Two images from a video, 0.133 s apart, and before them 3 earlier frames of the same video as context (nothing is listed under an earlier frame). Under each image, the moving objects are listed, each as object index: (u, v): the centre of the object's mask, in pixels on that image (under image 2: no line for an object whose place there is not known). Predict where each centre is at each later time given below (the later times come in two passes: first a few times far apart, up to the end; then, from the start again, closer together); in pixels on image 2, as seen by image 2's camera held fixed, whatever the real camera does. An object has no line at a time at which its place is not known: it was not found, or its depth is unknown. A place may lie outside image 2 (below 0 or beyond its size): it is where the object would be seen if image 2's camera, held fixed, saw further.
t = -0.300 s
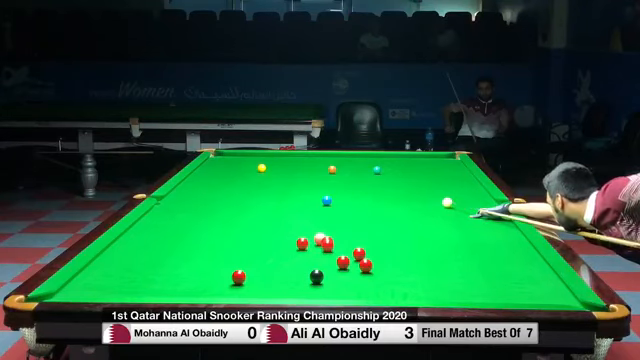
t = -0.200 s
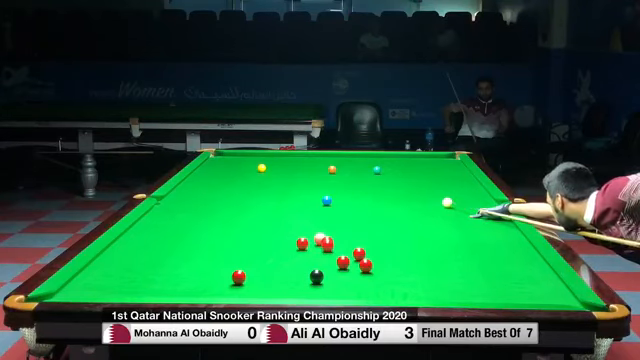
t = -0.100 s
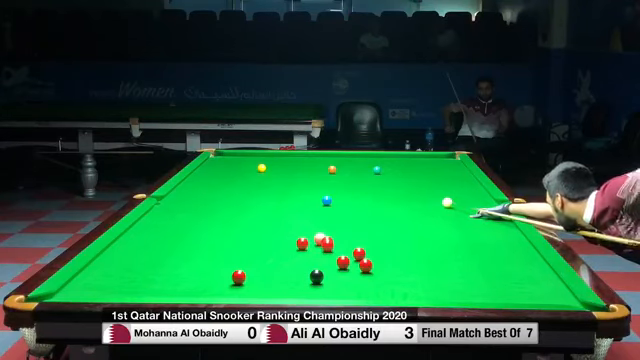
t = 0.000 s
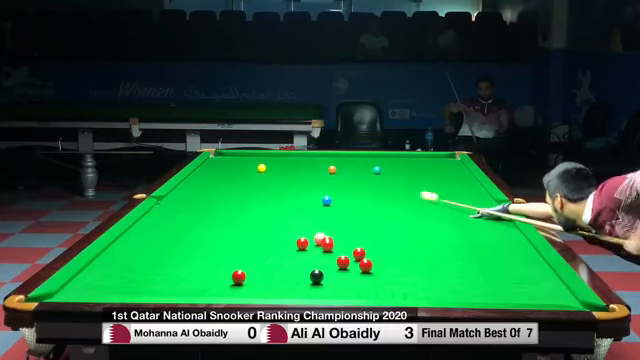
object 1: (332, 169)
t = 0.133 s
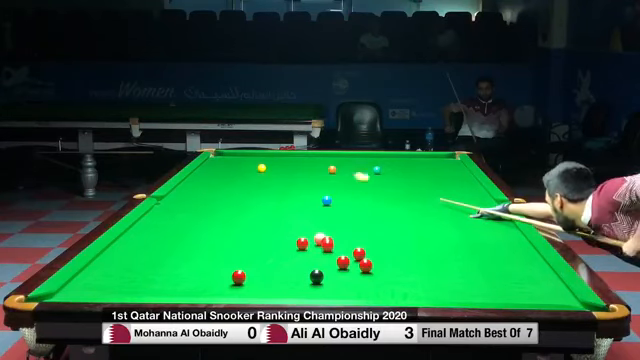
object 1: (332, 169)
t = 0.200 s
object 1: (329, 169)
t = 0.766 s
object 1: (265, 156)
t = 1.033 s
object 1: (303, 159)
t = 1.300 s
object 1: (341, 163)
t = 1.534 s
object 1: (374, 164)
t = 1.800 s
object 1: (413, 168)
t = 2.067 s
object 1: (454, 171)
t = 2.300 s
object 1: (453, 173)
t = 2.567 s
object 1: (432, 175)
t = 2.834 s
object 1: (412, 177)
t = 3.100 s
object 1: (392, 178)
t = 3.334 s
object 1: (375, 180)
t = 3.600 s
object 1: (357, 181)
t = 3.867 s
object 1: (338, 183)
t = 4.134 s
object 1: (320, 184)
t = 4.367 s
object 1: (305, 185)
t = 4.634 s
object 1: (290, 186)
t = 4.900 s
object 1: (274, 187)
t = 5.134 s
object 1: (261, 188)
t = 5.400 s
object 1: (247, 189)
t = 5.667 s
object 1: (234, 191)
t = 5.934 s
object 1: (221, 192)
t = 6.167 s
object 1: (211, 192)
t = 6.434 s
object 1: (201, 193)
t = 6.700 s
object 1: (191, 194)
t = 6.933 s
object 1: (184, 194)
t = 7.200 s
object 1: (177, 195)
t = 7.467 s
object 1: (170, 195)
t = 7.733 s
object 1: (169, 196)
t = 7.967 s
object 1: (171, 196)
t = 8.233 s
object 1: (171, 196)
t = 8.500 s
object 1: (171, 196)
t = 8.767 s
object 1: (172, 196)
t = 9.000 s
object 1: (172, 196)
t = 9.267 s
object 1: (172, 196)
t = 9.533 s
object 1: (172, 196)
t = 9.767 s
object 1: (172, 196)
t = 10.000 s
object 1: (172, 196)
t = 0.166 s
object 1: (332, 169)
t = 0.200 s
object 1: (329, 169)
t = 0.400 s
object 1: (237, 155)
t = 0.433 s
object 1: (225, 154)
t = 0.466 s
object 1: (215, 153)
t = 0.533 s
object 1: (219, 153)
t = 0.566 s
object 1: (227, 153)
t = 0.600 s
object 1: (234, 154)
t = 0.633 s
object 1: (240, 154)
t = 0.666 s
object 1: (247, 155)
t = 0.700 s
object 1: (253, 155)
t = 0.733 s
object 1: (259, 155)
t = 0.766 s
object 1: (265, 156)
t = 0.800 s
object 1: (270, 156)
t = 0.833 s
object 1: (275, 157)
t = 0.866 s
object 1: (279, 157)
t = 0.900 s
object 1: (284, 157)
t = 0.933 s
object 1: (289, 158)
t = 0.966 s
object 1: (293, 158)
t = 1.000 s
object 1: (299, 159)
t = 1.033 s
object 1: (303, 159)
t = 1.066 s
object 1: (308, 159)
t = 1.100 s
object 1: (312, 160)
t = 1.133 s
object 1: (316, 160)
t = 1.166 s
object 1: (322, 161)
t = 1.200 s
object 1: (327, 161)
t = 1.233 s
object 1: (331, 161)
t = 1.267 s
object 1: (336, 162)
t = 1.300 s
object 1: (341, 163)
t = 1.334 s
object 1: (346, 163)
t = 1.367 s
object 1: (350, 163)
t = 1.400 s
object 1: (355, 163)
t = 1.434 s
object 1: (360, 164)
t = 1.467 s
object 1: (365, 164)
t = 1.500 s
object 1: (369, 164)
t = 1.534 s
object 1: (374, 164)
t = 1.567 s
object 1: (380, 164)
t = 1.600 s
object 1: (384, 166)
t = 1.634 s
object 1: (389, 166)
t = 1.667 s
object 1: (394, 167)
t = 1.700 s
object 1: (399, 167)
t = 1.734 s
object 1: (404, 168)
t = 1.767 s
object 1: (409, 168)
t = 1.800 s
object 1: (413, 168)
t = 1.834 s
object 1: (419, 169)
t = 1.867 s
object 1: (423, 169)
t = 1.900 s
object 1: (429, 169)
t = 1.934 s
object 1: (434, 170)
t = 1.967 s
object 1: (439, 171)
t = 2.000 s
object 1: (443, 171)
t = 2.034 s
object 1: (449, 171)
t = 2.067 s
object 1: (454, 171)
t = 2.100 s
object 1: (459, 172)
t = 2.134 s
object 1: (465, 172)
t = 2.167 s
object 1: (467, 172)
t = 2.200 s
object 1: (463, 173)
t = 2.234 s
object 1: (459, 173)
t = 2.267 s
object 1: (456, 174)
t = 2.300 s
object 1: (453, 173)
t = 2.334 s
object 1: (451, 173)
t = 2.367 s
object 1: (448, 174)
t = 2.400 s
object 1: (445, 174)
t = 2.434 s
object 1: (442, 174)
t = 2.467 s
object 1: (440, 175)
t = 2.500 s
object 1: (437, 175)
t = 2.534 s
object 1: (435, 175)
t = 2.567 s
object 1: (432, 175)
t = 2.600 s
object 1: (429, 176)
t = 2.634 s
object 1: (427, 176)
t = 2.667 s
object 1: (424, 176)
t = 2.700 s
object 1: (422, 176)
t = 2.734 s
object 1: (420, 176)
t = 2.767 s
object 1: (417, 176)
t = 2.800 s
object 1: (414, 177)
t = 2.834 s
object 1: (412, 177)
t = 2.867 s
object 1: (410, 177)
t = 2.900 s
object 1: (407, 177)
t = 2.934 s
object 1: (405, 177)
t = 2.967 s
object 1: (402, 178)
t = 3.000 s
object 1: (400, 178)
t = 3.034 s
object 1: (397, 178)
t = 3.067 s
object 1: (395, 178)
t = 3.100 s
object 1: (392, 178)
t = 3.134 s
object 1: (390, 179)
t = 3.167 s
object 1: (387, 179)
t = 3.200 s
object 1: (385, 179)
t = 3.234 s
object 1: (382, 179)
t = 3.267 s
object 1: (380, 179)
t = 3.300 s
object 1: (377, 179)
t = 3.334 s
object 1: (375, 180)
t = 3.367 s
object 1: (373, 180)
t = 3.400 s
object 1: (370, 180)
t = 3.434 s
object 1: (368, 180)
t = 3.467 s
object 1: (366, 180)
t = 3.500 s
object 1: (363, 181)
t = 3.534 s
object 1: (361, 181)
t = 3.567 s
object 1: (359, 181)
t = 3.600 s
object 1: (357, 181)
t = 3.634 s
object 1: (354, 181)
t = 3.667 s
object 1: (352, 181)
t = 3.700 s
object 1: (349, 181)
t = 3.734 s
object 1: (347, 182)
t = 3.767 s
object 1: (345, 182)
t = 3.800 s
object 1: (342, 182)
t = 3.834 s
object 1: (340, 182)
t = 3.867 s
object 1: (338, 183)
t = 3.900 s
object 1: (336, 183)
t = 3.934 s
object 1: (333, 183)
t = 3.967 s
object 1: (332, 183)
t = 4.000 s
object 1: (329, 183)
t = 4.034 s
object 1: (327, 183)
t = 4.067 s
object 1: (325, 183)
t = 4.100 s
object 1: (323, 183)
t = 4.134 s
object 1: (320, 184)
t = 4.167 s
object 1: (318, 184)
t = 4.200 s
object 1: (316, 184)
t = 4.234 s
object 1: (314, 184)
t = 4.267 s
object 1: (312, 185)
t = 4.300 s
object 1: (310, 185)
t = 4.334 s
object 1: (308, 185)
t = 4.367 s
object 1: (305, 185)
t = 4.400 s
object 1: (304, 185)
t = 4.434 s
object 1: (302, 185)
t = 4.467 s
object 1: (300, 185)
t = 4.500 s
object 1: (298, 185)
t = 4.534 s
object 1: (295, 186)
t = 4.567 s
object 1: (294, 186)
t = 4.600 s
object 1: (292, 186)
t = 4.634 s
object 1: (290, 186)
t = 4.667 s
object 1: (287, 186)
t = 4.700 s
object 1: (286, 186)
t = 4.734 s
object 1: (284, 186)
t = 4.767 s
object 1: (282, 187)
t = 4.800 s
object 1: (280, 187)
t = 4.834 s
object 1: (278, 187)
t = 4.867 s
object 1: (276, 187)
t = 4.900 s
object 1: (274, 187)
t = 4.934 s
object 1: (272, 187)
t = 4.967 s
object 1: (270, 188)
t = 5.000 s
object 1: (268, 188)
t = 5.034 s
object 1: (267, 188)
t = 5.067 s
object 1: (265, 188)
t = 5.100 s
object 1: (263, 188)
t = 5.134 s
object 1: (261, 188)
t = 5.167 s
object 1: (259, 189)
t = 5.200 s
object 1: (258, 188)
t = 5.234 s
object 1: (256, 189)
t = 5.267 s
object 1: (254, 188)
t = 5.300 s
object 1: (252, 189)
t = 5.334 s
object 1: (250, 189)
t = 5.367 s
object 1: (249, 189)
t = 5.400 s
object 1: (247, 189)
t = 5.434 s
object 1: (245, 190)
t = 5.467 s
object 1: (244, 190)
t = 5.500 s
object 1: (242, 190)
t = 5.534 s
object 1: (240, 190)
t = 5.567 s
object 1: (239, 190)
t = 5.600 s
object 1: (237, 190)
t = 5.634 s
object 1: (236, 190)
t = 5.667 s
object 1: (234, 191)
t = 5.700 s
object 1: (232, 191)
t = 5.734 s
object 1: (231, 191)
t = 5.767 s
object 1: (229, 191)
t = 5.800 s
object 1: (227, 191)
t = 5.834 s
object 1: (226, 191)
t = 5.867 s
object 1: (224, 191)
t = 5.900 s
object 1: (223, 191)
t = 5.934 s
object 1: (221, 192)
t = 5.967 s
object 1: (220, 192)
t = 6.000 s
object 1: (218, 192)
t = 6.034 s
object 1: (217, 192)
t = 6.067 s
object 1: (215, 192)
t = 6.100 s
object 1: (214, 192)
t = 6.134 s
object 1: (213, 192)
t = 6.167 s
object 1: (211, 192)
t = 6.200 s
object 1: (210, 192)
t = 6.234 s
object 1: (209, 193)
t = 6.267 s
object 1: (207, 193)
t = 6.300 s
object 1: (206, 193)
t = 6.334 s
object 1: (205, 193)
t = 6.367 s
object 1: (203, 193)
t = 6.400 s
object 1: (202, 193)
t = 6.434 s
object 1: (201, 193)
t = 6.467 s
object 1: (200, 193)
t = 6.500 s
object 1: (198, 193)
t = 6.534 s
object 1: (197, 193)
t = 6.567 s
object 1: (196, 193)
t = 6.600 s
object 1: (195, 194)
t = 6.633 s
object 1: (194, 194)
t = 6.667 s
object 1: (193, 194)
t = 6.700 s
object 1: (191, 194)
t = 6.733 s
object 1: (190, 194)
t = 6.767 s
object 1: (190, 194)
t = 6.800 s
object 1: (188, 194)
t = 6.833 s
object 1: (187, 194)
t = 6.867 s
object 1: (186, 194)
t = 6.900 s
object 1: (185, 194)
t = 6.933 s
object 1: (184, 194)
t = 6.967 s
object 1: (183, 195)
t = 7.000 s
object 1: (182, 194)
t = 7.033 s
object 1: (181, 195)
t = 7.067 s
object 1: (180, 195)
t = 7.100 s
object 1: (180, 195)
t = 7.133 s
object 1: (178, 195)
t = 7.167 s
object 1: (178, 195)
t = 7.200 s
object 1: (177, 195)
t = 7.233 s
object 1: (176, 195)
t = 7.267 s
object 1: (175, 195)
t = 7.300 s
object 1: (175, 195)
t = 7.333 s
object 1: (174, 195)
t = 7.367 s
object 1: (173, 195)
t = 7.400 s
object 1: (172, 195)
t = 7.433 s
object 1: (171, 195)
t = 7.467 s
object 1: (170, 195)
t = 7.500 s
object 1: (169, 196)
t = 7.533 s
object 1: (169, 196)
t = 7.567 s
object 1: (169, 196)
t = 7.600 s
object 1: (169, 196)
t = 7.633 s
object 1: (169, 196)
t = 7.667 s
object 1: (169, 196)
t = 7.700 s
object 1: (169, 196)
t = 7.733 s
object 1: (169, 196)
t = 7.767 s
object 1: (170, 196)
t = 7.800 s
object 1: (170, 196)
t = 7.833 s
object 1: (170, 196)
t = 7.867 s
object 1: (170, 196)
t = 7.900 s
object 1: (171, 196)
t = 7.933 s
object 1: (171, 196)
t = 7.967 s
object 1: (171, 196)
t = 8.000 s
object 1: (171, 196)
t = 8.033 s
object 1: (171, 196)
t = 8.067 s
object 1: (171, 196)
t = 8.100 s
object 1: (171, 196)
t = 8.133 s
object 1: (171, 196)
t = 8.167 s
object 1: (171, 196)
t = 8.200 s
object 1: (171, 196)
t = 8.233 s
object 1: (171, 196)
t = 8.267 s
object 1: (171, 196)
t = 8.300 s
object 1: (171, 196)
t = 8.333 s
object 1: (171, 196)
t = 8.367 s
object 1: (172, 196)
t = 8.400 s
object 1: (171, 196)
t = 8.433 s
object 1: (171, 196)
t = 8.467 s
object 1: (171, 196)
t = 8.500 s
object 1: (171, 196)
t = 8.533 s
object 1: (171, 196)
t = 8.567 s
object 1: (172, 196)
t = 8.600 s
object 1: (172, 196)
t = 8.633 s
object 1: (172, 196)
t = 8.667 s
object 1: (172, 196)
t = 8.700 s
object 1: (172, 196)
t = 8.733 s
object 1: (172, 196)
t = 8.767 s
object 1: (172, 196)
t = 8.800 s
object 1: (172, 196)
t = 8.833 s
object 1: (172, 196)
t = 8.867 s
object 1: (172, 196)
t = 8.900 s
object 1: (172, 196)
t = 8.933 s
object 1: (172, 196)
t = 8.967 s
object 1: (172, 196)
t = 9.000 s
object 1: (172, 196)
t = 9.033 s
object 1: (172, 196)
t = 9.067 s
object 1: (172, 196)
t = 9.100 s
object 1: (172, 196)
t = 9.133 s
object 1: (172, 196)
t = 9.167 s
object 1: (172, 196)
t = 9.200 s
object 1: (172, 196)
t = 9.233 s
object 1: (172, 196)
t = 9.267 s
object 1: (172, 196)
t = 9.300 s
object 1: (172, 196)
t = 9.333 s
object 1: (172, 196)
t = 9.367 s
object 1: (172, 196)
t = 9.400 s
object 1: (172, 196)
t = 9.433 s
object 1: (172, 196)
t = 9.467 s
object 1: (172, 196)
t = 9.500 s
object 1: (172, 196)
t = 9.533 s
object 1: (172, 196)
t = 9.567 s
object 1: (172, 196)
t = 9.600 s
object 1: (172, 196)
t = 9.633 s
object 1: (172, 196)
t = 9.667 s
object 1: (172, 196)
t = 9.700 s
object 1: (172, 196)
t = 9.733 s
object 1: (172, 196)
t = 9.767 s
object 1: (172, 196)
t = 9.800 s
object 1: (172, 196)
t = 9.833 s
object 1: (171, 196)
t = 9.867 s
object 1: (171, 196)
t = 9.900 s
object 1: (172, 196)
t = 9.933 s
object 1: (172, 196)
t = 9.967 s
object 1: (172, 196)
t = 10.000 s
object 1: (172, 196)
